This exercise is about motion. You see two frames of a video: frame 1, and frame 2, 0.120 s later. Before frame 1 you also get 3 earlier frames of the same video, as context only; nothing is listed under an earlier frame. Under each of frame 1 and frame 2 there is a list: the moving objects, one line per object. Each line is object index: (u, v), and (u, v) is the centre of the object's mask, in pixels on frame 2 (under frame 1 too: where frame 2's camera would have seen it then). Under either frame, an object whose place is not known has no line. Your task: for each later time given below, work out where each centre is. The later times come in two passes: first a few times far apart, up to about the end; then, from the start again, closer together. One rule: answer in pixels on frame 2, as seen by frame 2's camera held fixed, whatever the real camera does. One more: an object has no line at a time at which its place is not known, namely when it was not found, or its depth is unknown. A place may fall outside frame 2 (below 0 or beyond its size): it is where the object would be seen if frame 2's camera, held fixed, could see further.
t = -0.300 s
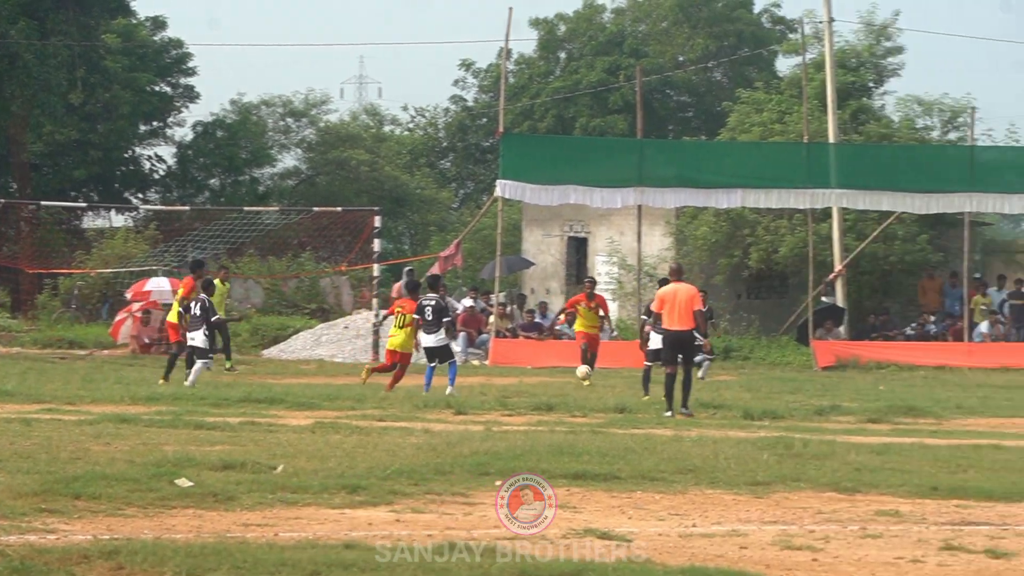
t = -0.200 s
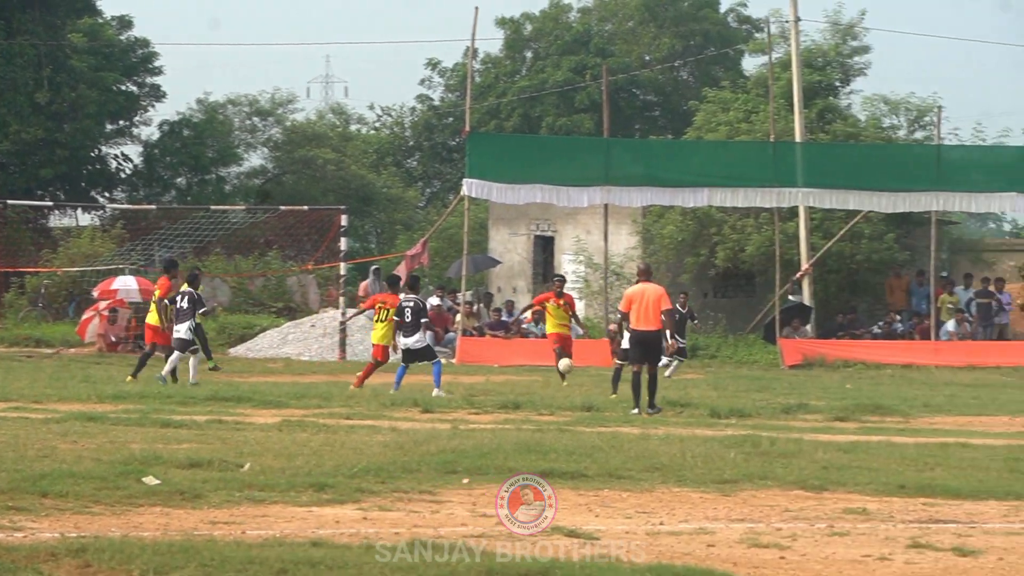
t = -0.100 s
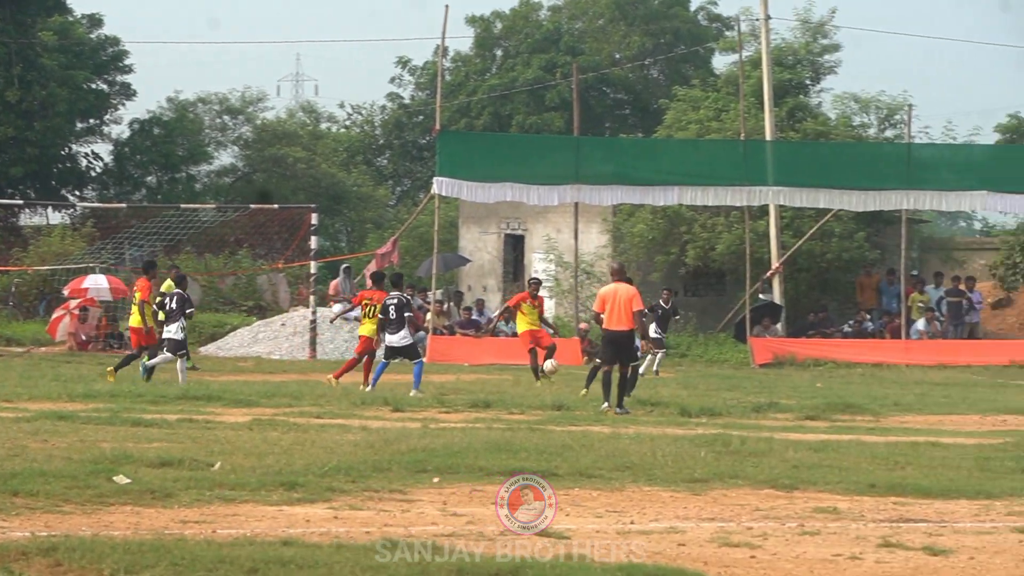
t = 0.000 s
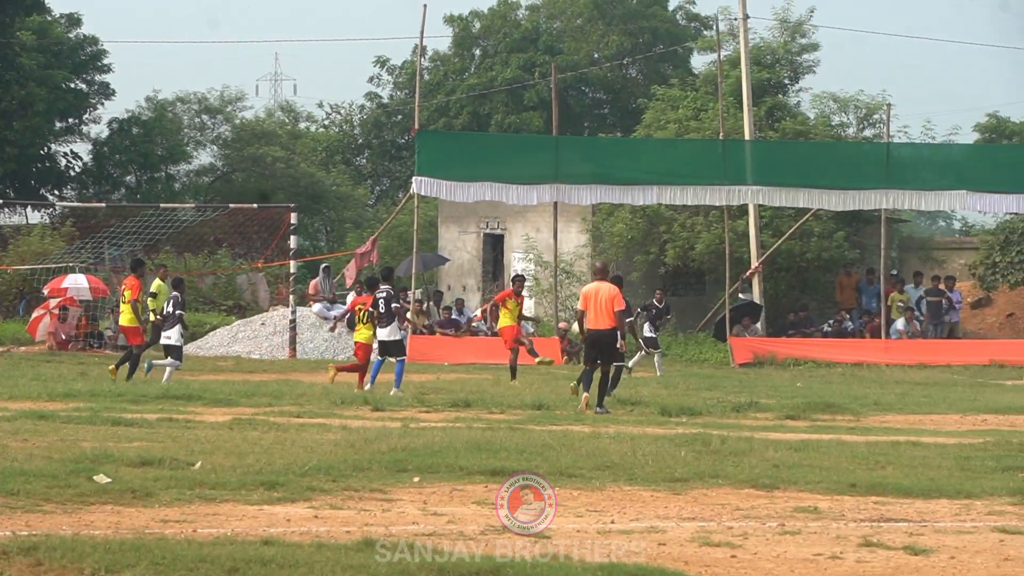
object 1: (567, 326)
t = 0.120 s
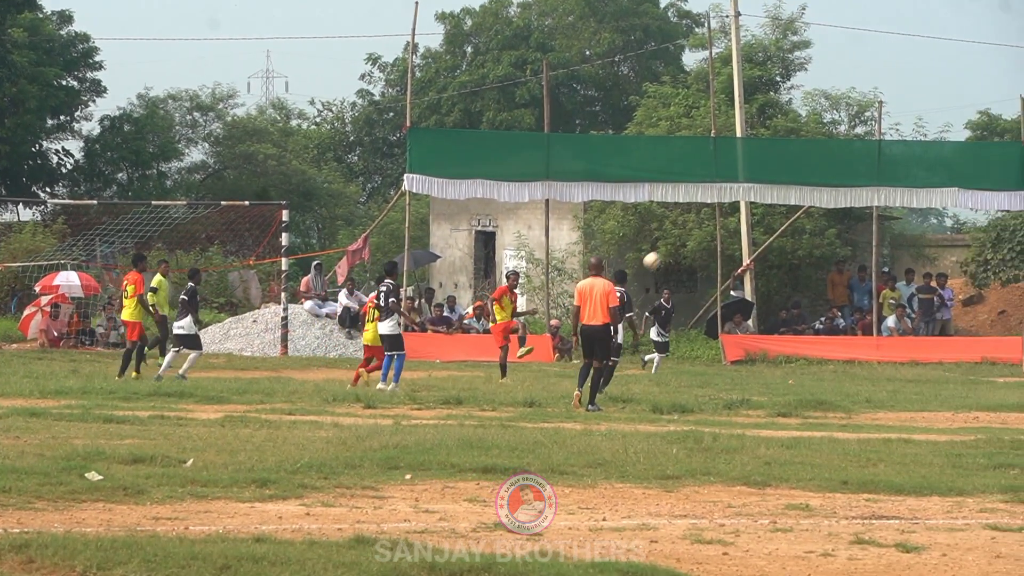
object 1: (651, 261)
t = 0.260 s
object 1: (749, 195)
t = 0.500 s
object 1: (924, 105)
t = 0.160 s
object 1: (679, 241)
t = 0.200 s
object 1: (706, 222)
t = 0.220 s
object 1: (721, 212)
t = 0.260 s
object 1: (749, 195)
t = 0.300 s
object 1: (777, 178)
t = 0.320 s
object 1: (791, 171)
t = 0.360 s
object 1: (819, 155)
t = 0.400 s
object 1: (848, 141)
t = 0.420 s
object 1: (862, 134)
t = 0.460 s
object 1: (893, 119)
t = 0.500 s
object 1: (924, 105)
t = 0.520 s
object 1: (940, 99)
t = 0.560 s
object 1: (973, 87)
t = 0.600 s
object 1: (1006, 76)
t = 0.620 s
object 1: (1023, 71)
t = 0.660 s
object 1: (1058, 61)
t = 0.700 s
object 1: (1093, 51)
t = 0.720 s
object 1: (1112, 47)
